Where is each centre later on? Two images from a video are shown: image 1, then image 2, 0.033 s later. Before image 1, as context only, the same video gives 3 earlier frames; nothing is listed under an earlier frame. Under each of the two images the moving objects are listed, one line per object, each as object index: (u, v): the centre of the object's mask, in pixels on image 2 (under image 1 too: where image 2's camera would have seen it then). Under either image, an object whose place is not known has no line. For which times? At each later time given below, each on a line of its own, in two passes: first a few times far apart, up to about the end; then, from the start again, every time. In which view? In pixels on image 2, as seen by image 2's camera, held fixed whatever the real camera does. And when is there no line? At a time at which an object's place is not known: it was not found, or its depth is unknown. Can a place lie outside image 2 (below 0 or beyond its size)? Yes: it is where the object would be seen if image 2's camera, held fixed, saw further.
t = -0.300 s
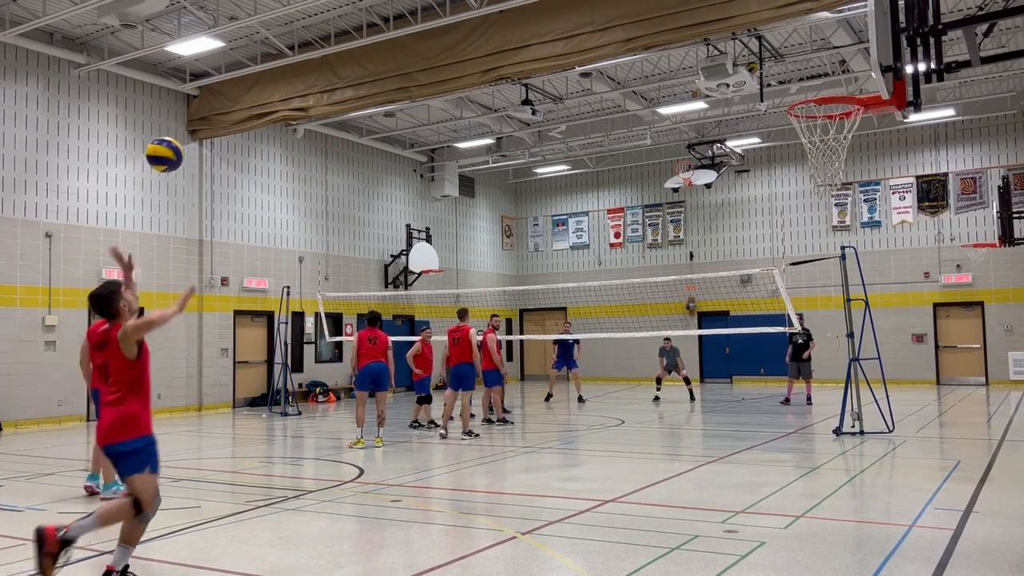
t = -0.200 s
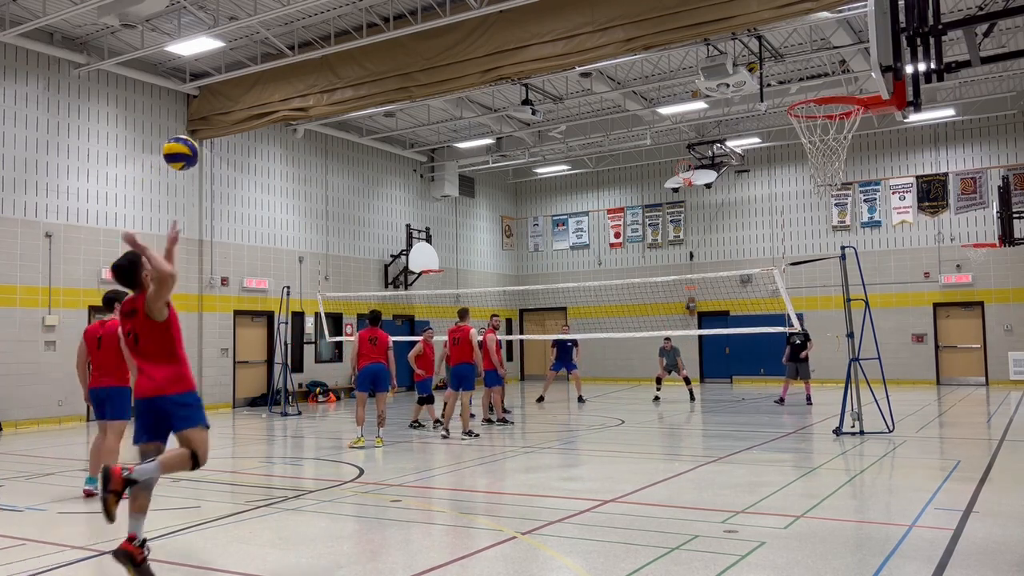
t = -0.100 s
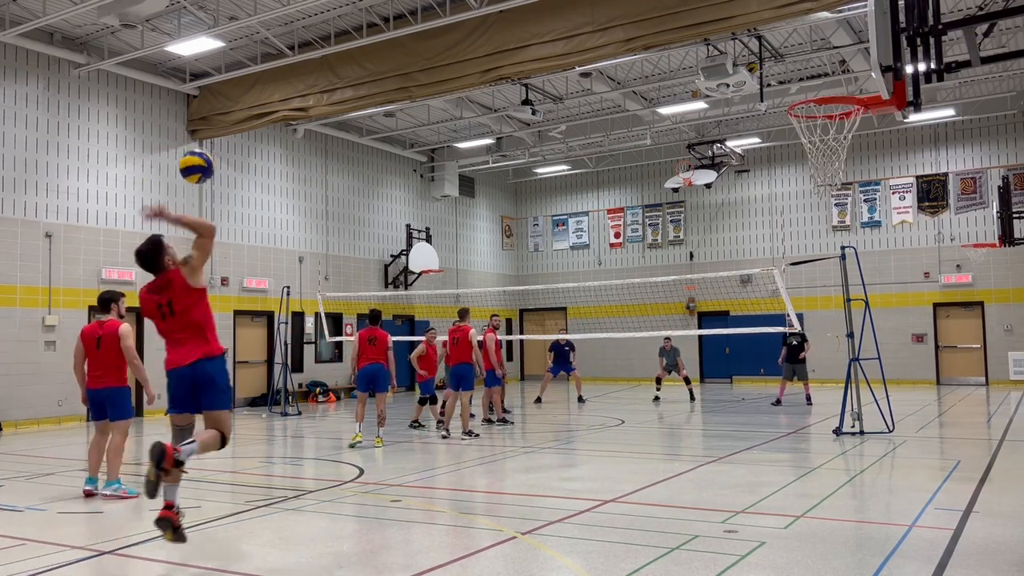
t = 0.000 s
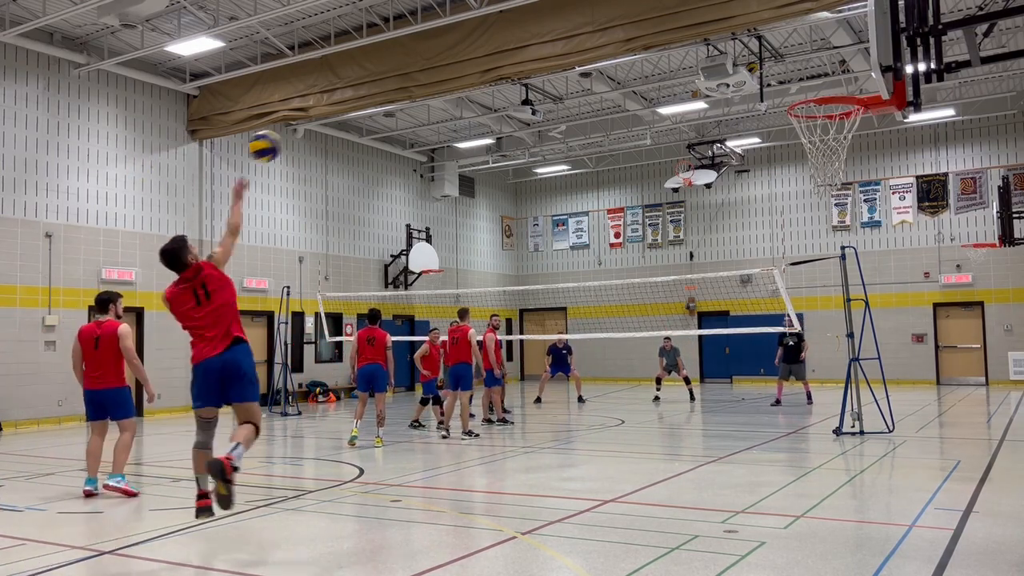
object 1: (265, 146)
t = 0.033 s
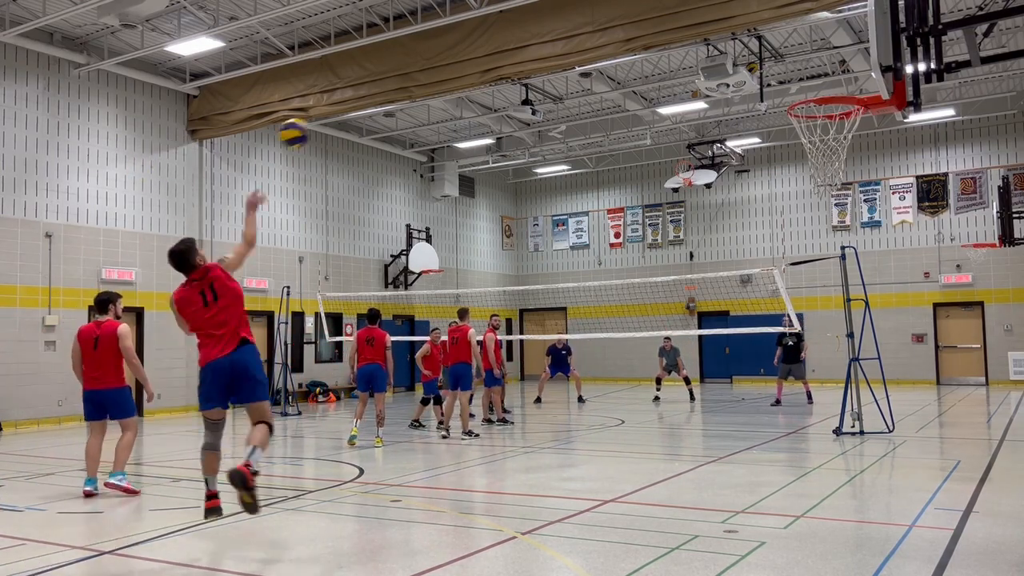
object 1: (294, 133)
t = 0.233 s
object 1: (424, 100)
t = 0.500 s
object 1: (528, 125)
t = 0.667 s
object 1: (569, 160)
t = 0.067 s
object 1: (320, 122)
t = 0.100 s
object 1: (345, 115)
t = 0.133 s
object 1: (368, 109)
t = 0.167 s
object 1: (388, 104)
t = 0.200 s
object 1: (407, 101)
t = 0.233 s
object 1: (424, 100)
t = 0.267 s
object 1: (440, 100)
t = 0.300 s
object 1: (456, 100)
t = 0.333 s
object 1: (469, 103)
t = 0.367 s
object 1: (483, 105)
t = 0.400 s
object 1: (495, 109)
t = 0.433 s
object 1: (506, 114)
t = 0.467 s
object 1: (517, 119)
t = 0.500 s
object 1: (528, 125)
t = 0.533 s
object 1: (536, 131)
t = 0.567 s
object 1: (544, 137)
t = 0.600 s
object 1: (553, 144)
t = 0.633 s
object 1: (561, 151)
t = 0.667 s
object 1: (569, 160)
